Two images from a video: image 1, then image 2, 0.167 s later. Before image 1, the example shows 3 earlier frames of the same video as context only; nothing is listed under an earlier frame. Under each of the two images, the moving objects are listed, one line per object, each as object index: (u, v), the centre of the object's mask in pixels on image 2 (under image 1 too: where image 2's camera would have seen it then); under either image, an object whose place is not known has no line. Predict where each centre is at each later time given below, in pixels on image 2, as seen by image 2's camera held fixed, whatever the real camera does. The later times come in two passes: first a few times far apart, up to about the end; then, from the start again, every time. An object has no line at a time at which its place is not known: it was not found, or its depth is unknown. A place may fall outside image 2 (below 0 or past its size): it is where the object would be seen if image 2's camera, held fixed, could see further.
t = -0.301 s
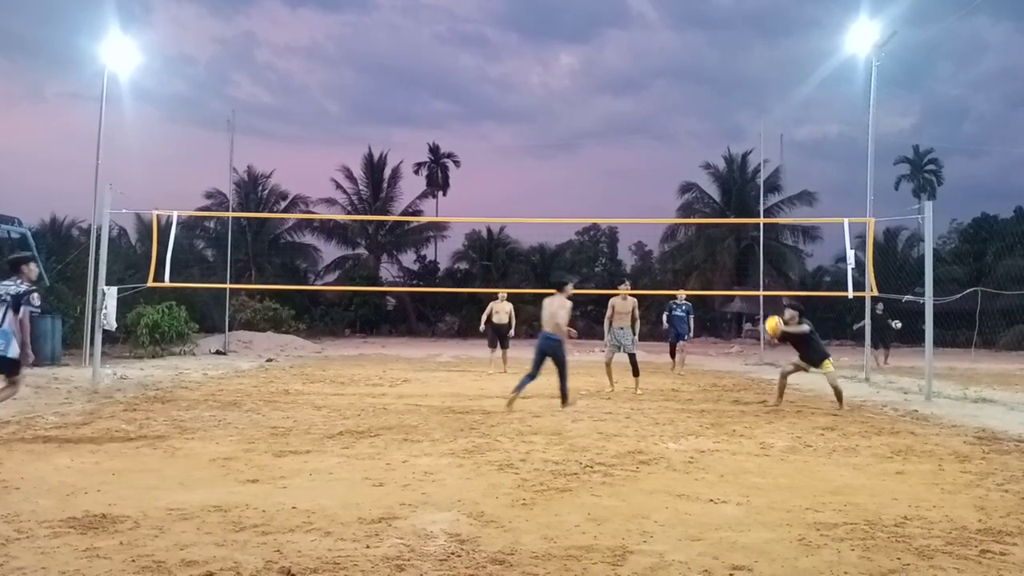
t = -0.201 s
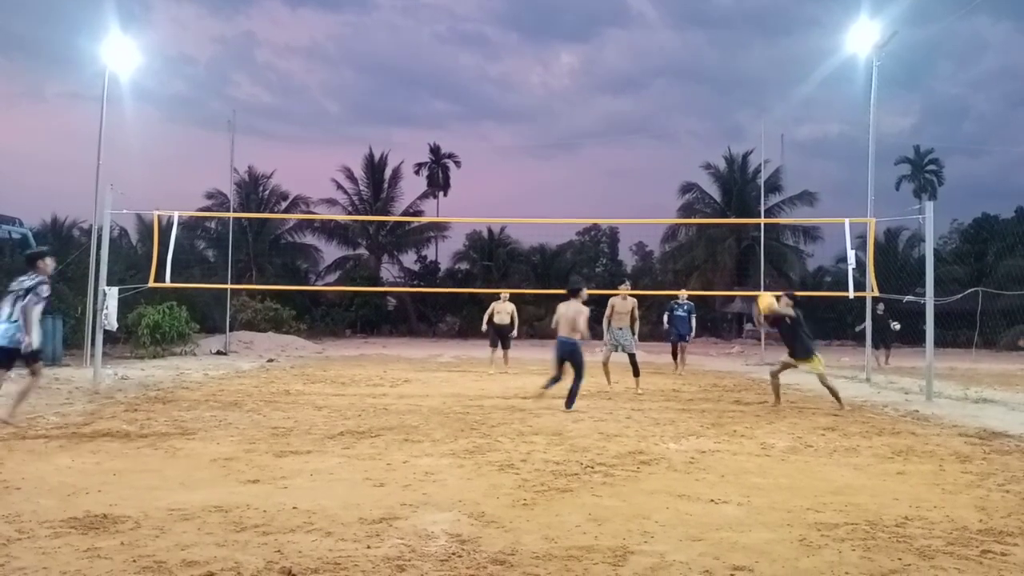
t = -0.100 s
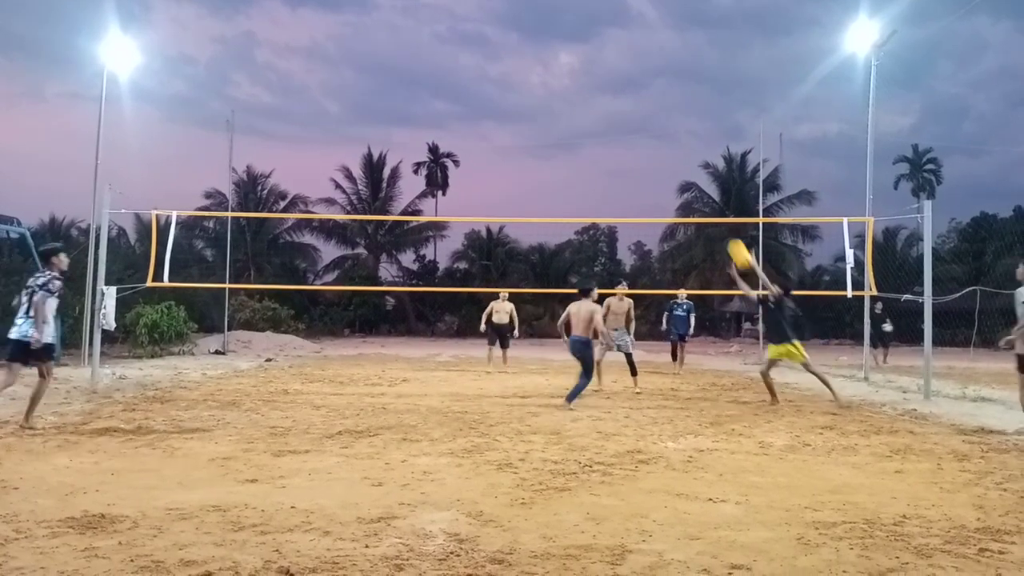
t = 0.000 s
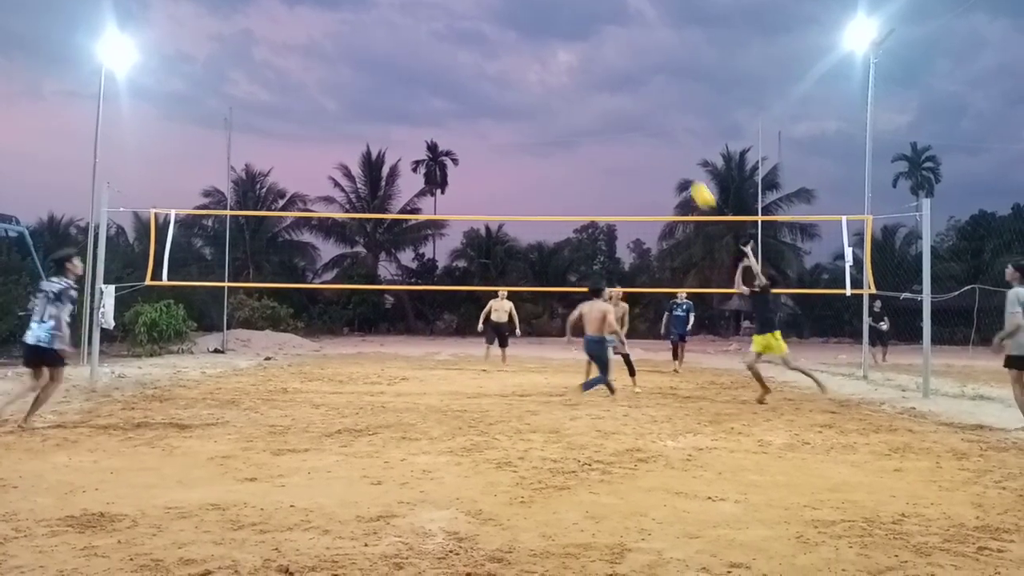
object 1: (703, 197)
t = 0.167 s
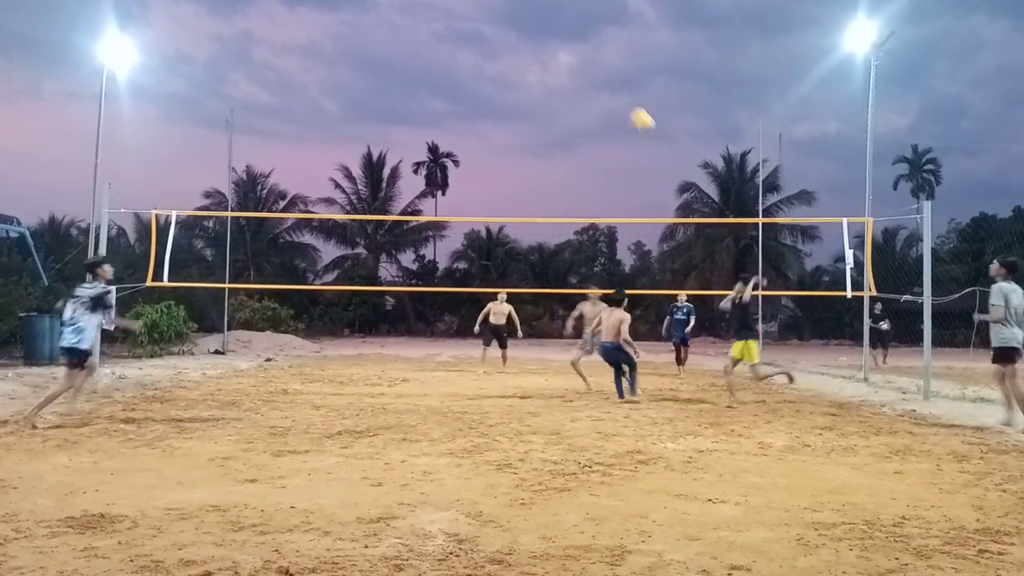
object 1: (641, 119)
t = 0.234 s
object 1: (618, 94)
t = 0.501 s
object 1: (523, 34)
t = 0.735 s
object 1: (440, 27)
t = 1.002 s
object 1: (347, 74)
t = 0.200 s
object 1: (629, 106)
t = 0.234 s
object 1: (618, 94)
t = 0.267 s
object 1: (606, 84)
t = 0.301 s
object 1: (594, 74)
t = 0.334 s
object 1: (582, 65)
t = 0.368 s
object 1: (570, 57)
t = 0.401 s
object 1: (558, 50)
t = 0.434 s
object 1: (546, 43)
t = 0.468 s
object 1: (534, 38)
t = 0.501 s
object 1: (523, 34)
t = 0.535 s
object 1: (511, 30)
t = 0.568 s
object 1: (499, 27)
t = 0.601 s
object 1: (487, 25)
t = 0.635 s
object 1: (475, 25)
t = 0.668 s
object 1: (464, 25)
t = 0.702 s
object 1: (452, 25)
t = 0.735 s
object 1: (440, 27)
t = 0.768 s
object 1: (429, 30)
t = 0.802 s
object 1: (417, 33)
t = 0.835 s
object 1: (405, 38)
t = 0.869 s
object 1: (393, 43)
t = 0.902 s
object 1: (382, 49)
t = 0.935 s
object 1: (370, 56)
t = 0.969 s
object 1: (359, 64)
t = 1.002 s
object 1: (347, 74)
